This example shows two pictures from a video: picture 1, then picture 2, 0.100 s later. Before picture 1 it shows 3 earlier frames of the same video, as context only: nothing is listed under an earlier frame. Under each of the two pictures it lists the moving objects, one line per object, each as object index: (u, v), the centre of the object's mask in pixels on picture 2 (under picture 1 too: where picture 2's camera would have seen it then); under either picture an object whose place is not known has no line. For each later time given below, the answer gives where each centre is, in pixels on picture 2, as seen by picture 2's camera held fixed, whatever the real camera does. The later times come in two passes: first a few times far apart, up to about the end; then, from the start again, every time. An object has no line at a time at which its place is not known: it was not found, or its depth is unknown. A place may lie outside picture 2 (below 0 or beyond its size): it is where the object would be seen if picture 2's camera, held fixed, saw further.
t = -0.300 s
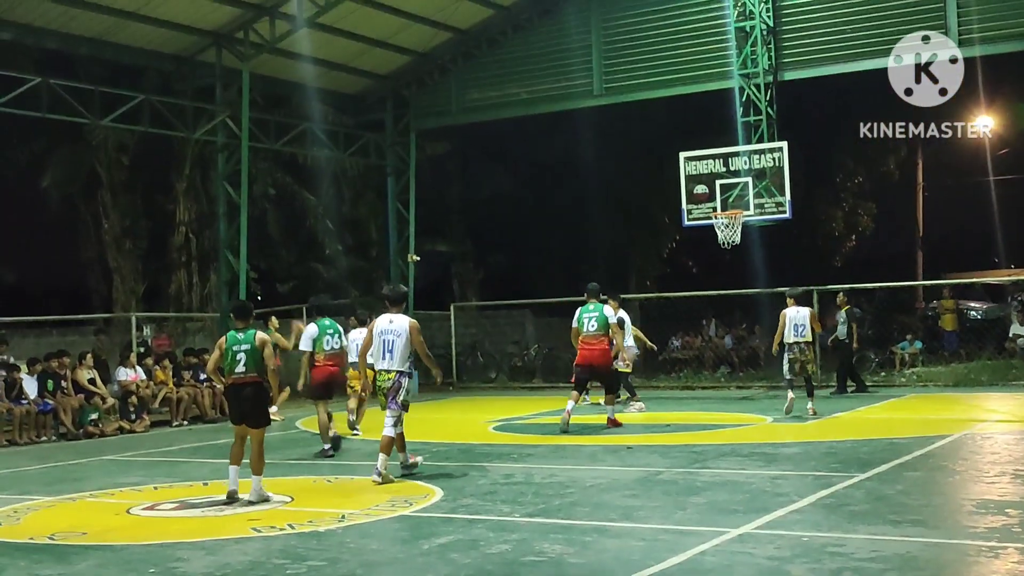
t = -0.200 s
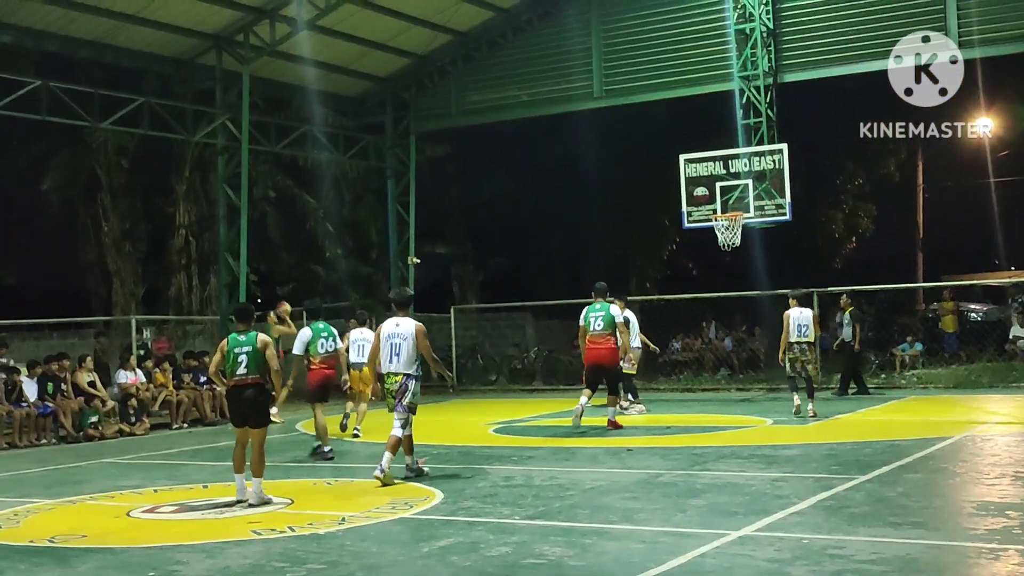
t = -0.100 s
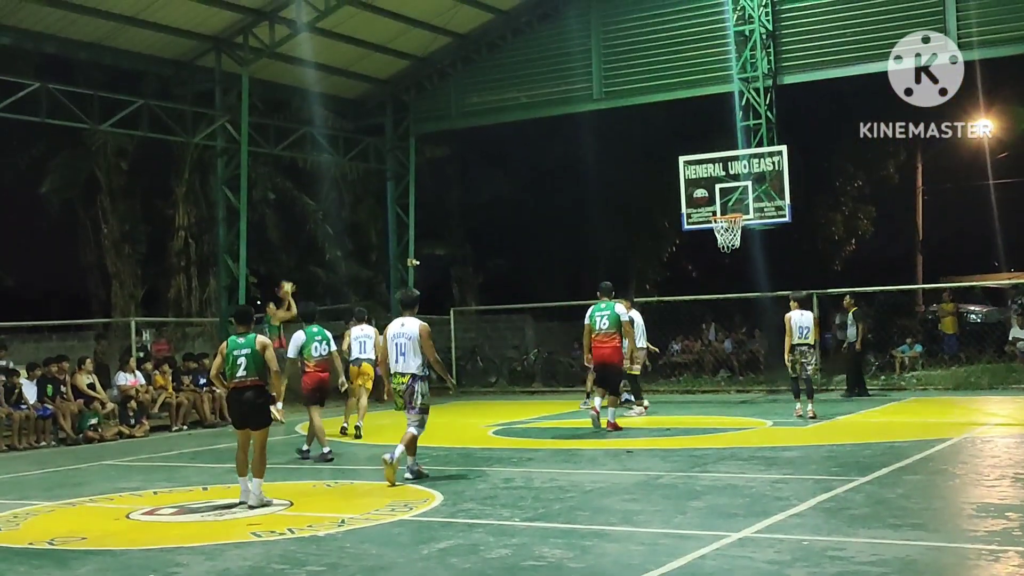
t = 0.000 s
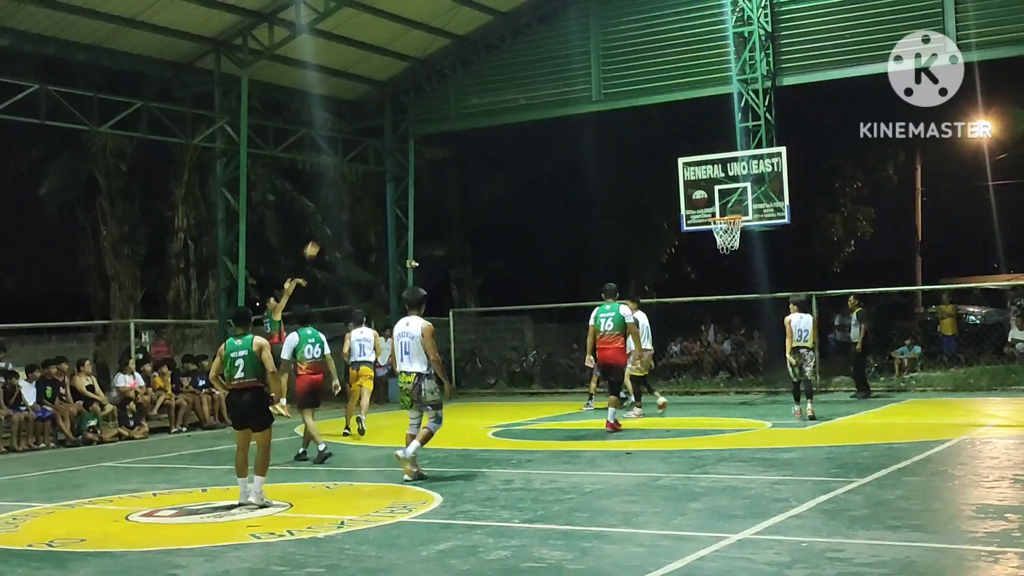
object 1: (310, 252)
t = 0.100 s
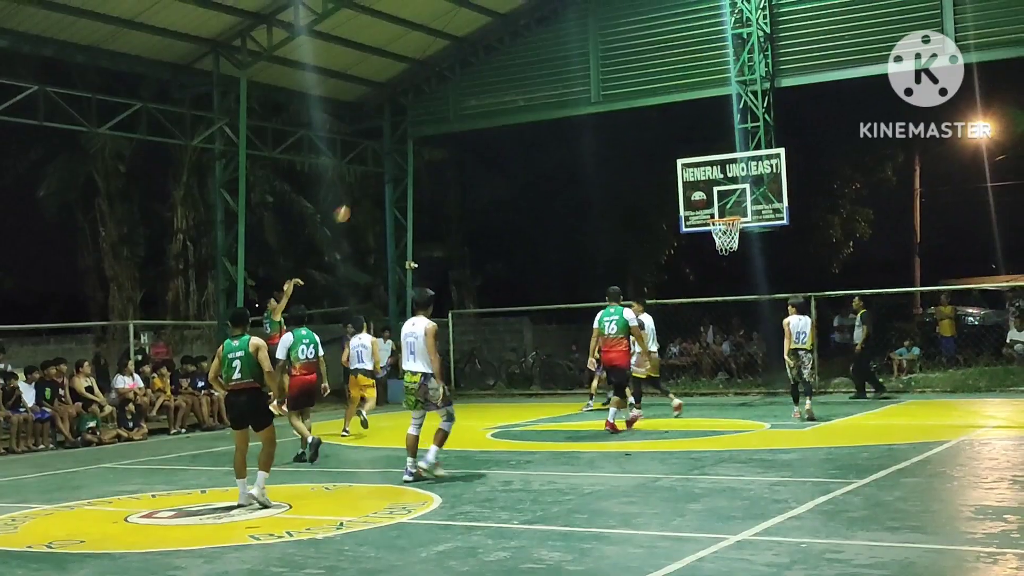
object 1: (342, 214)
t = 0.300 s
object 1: (406, 157)
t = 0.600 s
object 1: (502, 113)
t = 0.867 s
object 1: (589, 120)
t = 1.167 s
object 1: (690, 175)
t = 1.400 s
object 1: (759, 237)
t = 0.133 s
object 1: (352, 203)
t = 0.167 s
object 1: (363, 192)
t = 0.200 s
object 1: (374, 182)
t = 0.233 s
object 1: (384, 173)
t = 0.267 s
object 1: (395, 164)
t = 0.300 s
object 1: (406, 157)
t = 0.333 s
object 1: (416, 149)
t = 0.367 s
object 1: (427, 143)
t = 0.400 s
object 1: (438, 136)
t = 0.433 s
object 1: (449, 131)
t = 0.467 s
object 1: (459, 126)
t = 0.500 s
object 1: (470, 122)
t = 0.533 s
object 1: (480, 119)
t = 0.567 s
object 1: (492, 116)
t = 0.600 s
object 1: (502, 113)
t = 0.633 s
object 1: (513, 112)
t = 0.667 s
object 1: (524, 111)
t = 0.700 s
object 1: (535, 111)
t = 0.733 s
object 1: (546, 111)
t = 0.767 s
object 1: (556, 112)
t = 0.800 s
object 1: (568, 114)
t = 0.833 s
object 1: (578, 117)
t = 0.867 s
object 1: (589, 120)
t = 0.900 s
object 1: (601, 123)
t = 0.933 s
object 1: (612, 127)
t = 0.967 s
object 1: (623, 132)
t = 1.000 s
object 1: (634, 138)
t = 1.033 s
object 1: (645, 144)
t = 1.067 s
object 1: (656, 151)
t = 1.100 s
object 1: (667, 159)
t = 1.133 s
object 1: (678, 167)
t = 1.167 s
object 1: (690, 175)
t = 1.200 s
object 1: (702, 185)
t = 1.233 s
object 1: (713, 196)
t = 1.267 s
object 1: (725, 207)
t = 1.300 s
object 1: (735, 215)
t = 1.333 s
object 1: (742, 222)
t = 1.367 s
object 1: (749, 230)
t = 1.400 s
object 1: (759, 237)
